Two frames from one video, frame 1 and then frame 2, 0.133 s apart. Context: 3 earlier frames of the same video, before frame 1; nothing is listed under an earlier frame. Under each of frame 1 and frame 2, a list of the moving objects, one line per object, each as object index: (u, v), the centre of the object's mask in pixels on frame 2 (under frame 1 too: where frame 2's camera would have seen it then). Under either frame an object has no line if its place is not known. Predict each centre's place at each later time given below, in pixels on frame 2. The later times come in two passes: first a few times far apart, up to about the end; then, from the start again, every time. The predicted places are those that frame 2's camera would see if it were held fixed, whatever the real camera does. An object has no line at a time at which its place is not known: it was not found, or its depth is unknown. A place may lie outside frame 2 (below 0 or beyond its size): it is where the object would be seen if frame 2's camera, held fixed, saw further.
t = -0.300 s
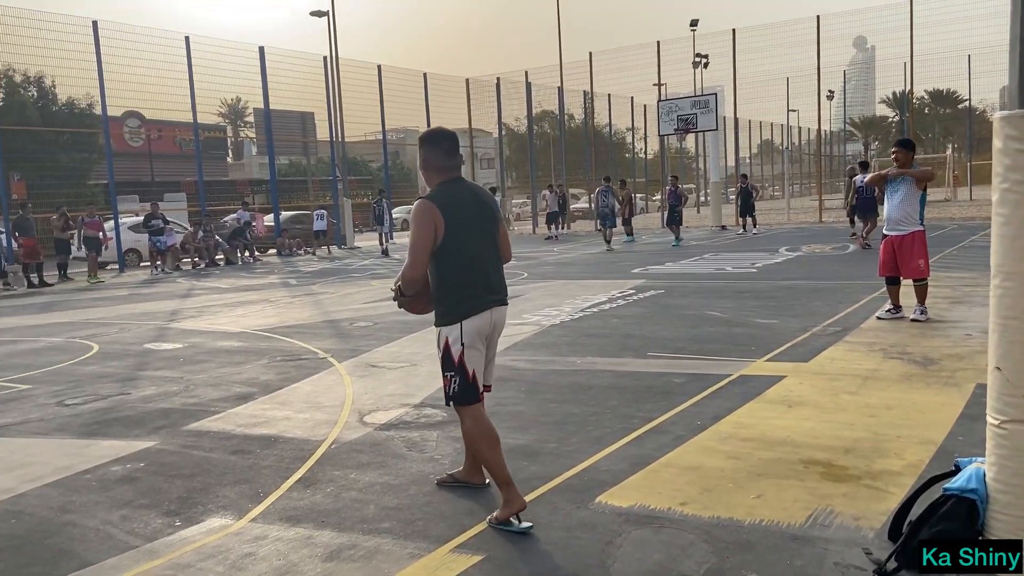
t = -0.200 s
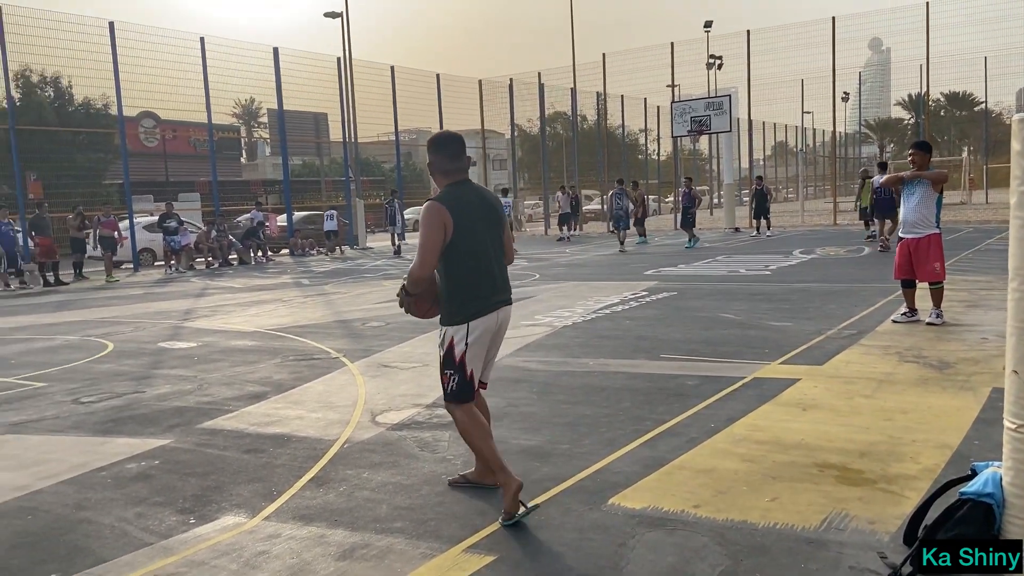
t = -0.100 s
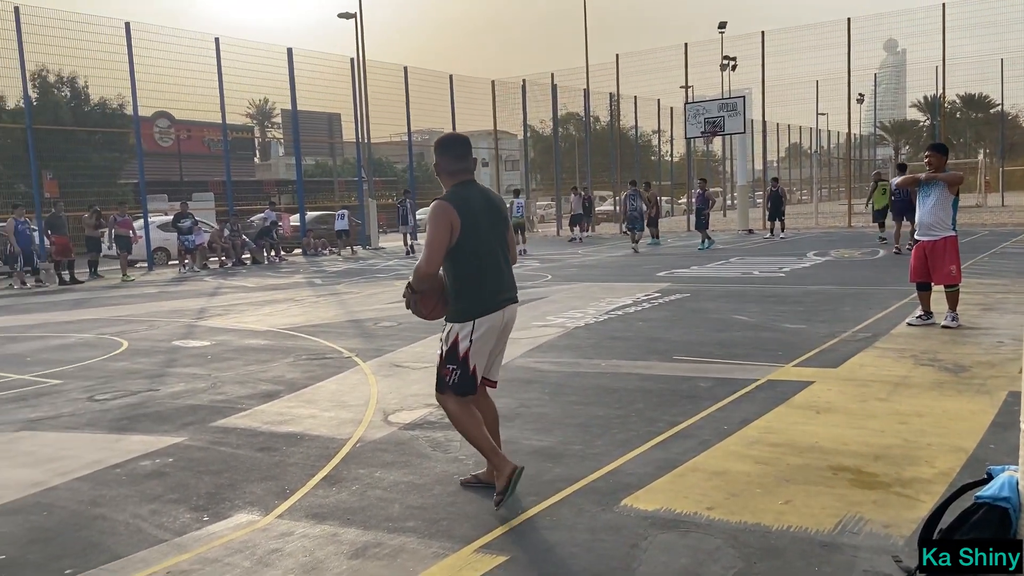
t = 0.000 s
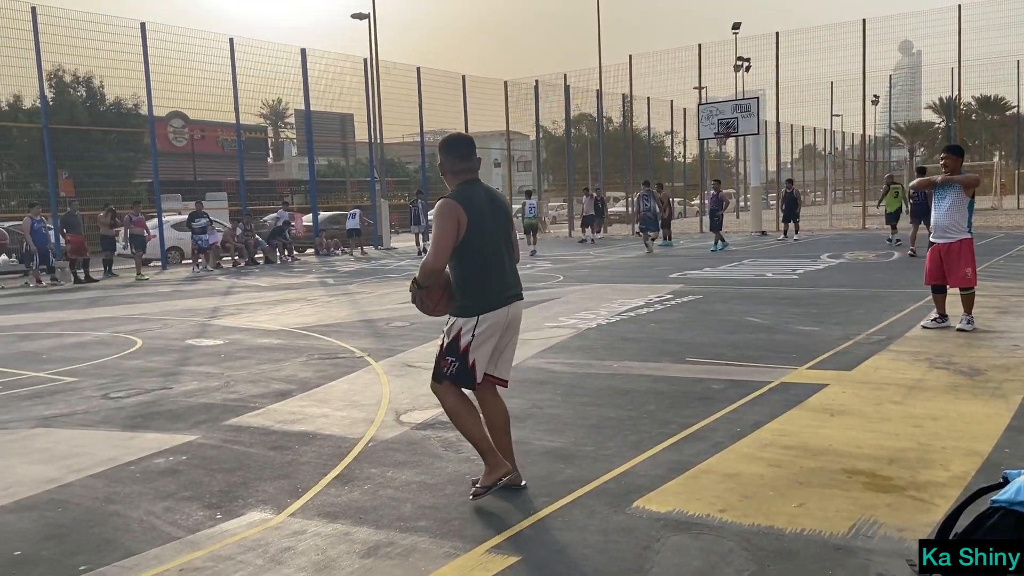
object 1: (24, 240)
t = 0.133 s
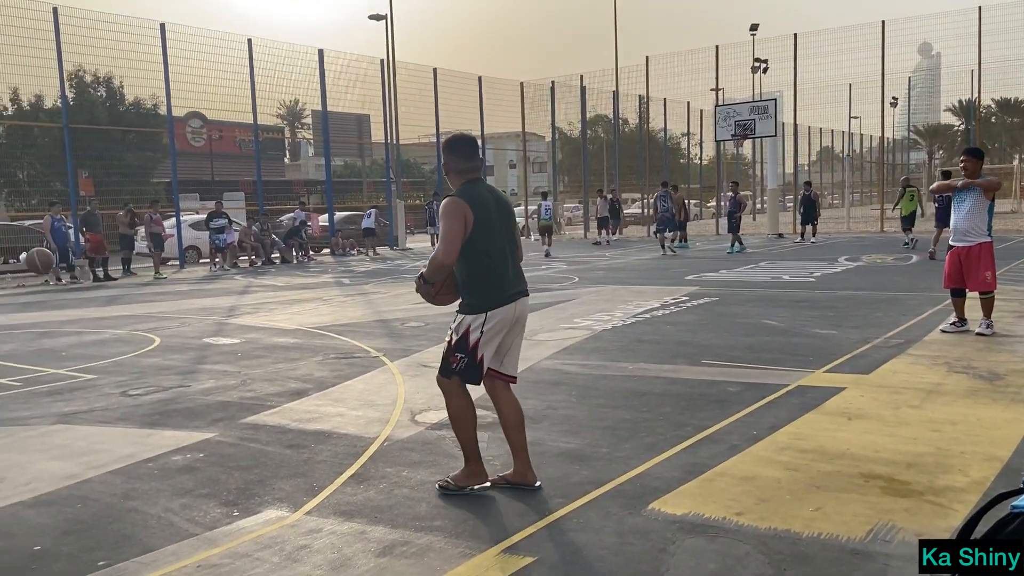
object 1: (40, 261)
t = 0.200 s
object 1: (53, 279)
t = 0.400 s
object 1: (89, 345)
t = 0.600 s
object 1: (115, 286)
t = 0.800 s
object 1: (142, 268)
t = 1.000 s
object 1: (169, 290)
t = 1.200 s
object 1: (198, 332)
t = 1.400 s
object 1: (220, 292)
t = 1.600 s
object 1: (243, 290)
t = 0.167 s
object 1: (47, 269)
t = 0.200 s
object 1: (53, 279)
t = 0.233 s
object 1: (59, 289)
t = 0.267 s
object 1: (65, 301)
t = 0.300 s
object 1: (72, 314)
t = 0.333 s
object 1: (78, 328)
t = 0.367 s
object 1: (84, 342)
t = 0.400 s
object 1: (89, 345)
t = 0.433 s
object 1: (93, 332)
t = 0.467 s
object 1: (97, 320)
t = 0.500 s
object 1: (102, 310)
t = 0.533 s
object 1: (106, 301)
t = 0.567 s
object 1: (111, 293)
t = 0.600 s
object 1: (115, 286)
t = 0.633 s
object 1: (119, 280)
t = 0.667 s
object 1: (124, 275)
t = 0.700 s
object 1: (129, 272)
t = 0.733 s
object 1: (133, 269)
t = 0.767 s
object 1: (138, 268)
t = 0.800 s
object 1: (142, 268)
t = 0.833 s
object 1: (147, 269)
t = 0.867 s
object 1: (152, 271)
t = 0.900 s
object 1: (156, 274)
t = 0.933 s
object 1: (160, 278)
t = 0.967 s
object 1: (165, 284)
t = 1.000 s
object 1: (169, 290)
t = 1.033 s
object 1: (174, 298)
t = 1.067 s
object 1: (179, 306)
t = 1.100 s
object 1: (184, 315)
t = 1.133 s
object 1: (189, 326)
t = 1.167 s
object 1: (194, 337)
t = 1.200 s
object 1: (198, 332)
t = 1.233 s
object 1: (201, 322)
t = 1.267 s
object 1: (205, 314)
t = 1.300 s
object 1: (209, 307)
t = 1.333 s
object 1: (212, 301)
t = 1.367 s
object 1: (216, 296)
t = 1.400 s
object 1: (220, 292)
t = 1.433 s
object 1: (223, 289)
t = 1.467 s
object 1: (227, 287)
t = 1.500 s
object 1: (231, 286)
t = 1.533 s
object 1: (235, 286)
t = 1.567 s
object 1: (239, 288)
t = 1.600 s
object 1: (243, 290)
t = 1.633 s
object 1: (247, 293)
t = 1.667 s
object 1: (251, 298)
